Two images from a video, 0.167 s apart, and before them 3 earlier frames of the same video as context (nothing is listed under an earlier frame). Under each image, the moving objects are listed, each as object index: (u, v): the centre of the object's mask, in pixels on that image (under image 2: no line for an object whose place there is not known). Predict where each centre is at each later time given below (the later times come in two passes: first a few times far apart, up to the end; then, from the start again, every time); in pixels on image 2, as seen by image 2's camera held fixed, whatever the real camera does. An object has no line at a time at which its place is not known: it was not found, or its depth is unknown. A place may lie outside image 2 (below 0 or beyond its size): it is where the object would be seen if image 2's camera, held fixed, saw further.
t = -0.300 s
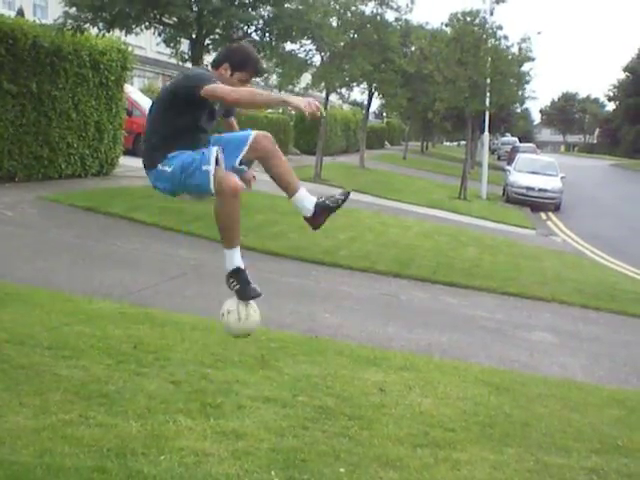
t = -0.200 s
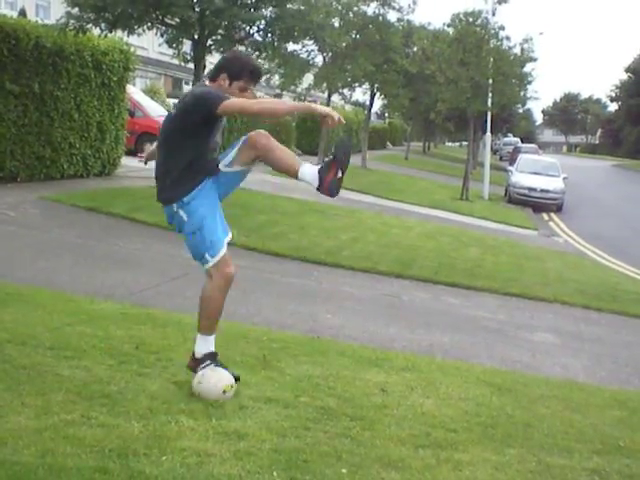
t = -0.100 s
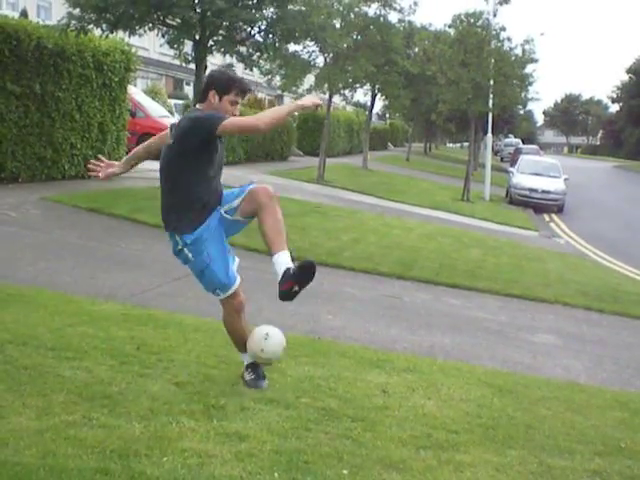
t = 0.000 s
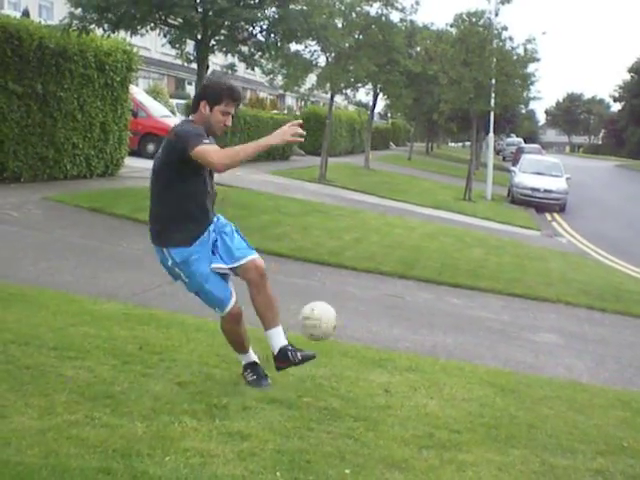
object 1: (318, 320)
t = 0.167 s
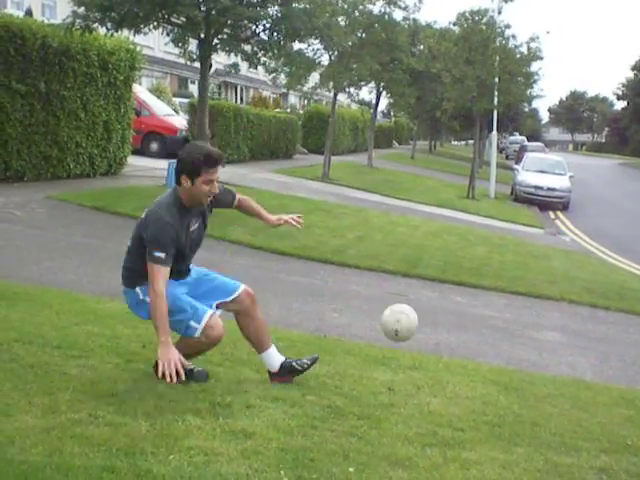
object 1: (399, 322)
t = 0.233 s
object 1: (428, 338)
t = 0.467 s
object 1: (512, 350)
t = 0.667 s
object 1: (563, 360)
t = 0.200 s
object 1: (414, 329)
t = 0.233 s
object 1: (428, 338)
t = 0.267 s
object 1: (442, 347)
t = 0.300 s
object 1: (456, 359)
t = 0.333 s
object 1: (470, 373)
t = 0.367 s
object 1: (480, 370)
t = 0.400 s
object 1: (491, 360)
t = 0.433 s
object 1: (502, 354)
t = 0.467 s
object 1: (512, 350)
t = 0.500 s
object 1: (522, 347)
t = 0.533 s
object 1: (532, 346)
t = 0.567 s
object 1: (540, 348)
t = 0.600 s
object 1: (549, 350)
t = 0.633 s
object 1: (556, 354)
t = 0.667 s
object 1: (563, 360)
